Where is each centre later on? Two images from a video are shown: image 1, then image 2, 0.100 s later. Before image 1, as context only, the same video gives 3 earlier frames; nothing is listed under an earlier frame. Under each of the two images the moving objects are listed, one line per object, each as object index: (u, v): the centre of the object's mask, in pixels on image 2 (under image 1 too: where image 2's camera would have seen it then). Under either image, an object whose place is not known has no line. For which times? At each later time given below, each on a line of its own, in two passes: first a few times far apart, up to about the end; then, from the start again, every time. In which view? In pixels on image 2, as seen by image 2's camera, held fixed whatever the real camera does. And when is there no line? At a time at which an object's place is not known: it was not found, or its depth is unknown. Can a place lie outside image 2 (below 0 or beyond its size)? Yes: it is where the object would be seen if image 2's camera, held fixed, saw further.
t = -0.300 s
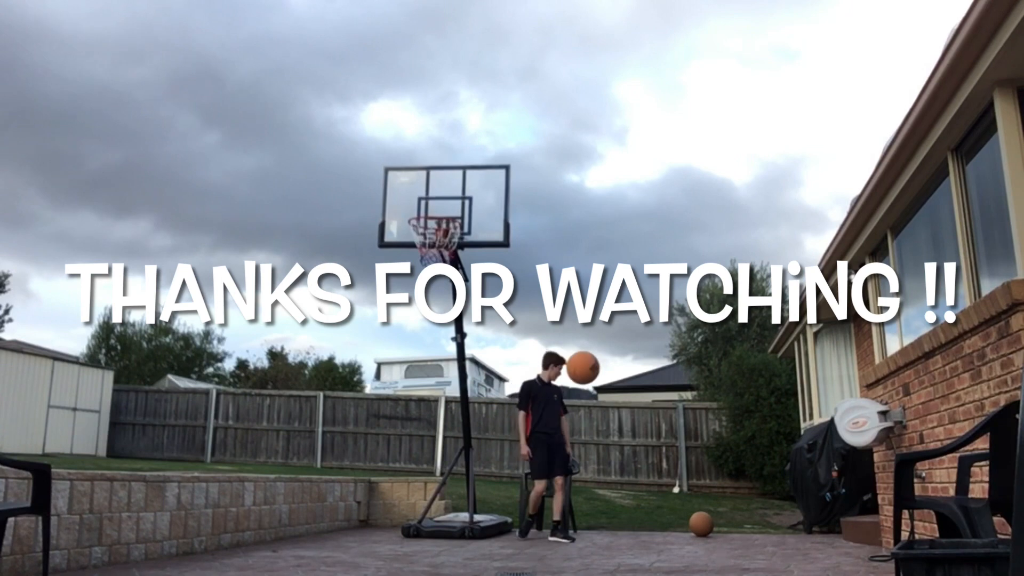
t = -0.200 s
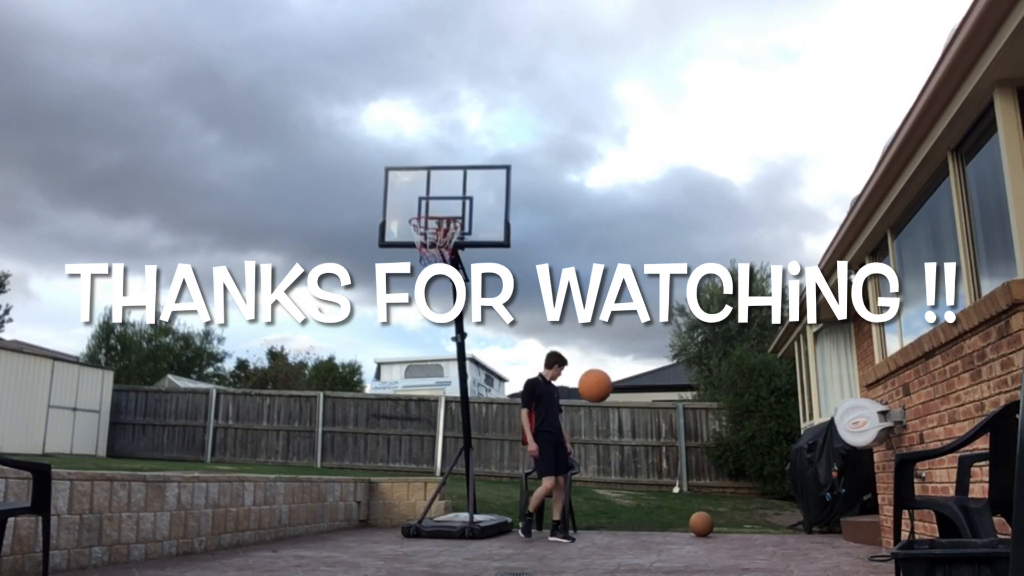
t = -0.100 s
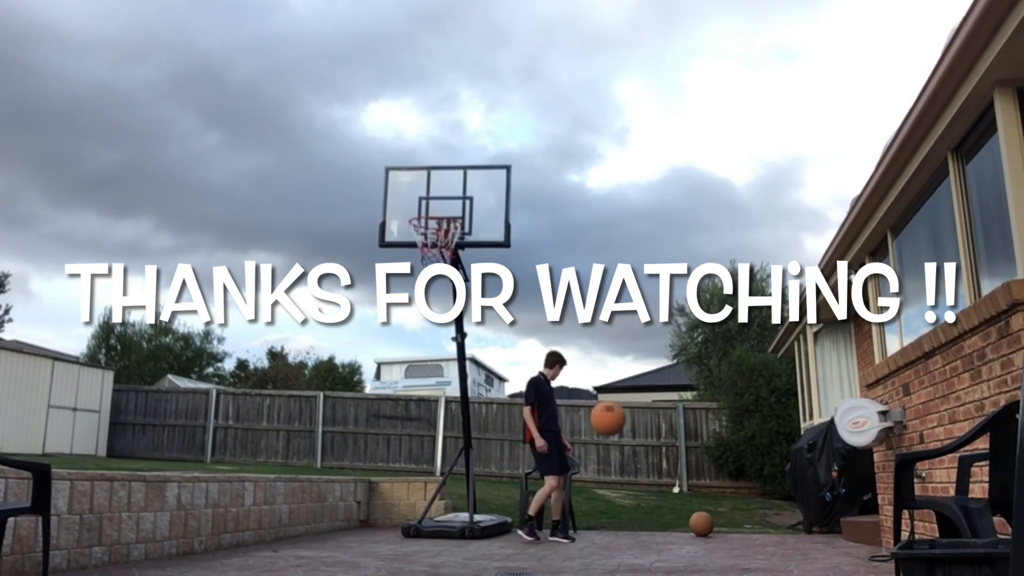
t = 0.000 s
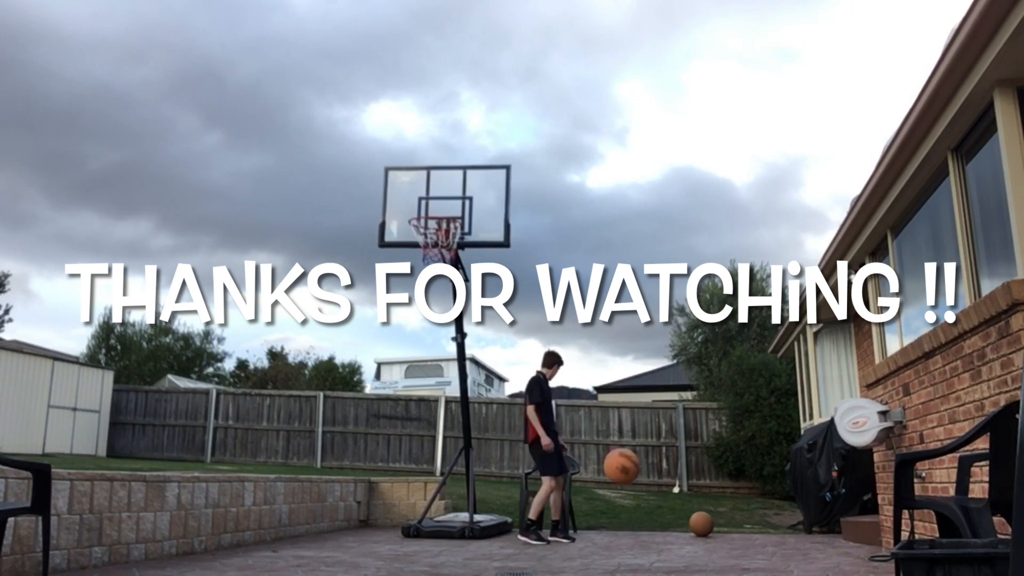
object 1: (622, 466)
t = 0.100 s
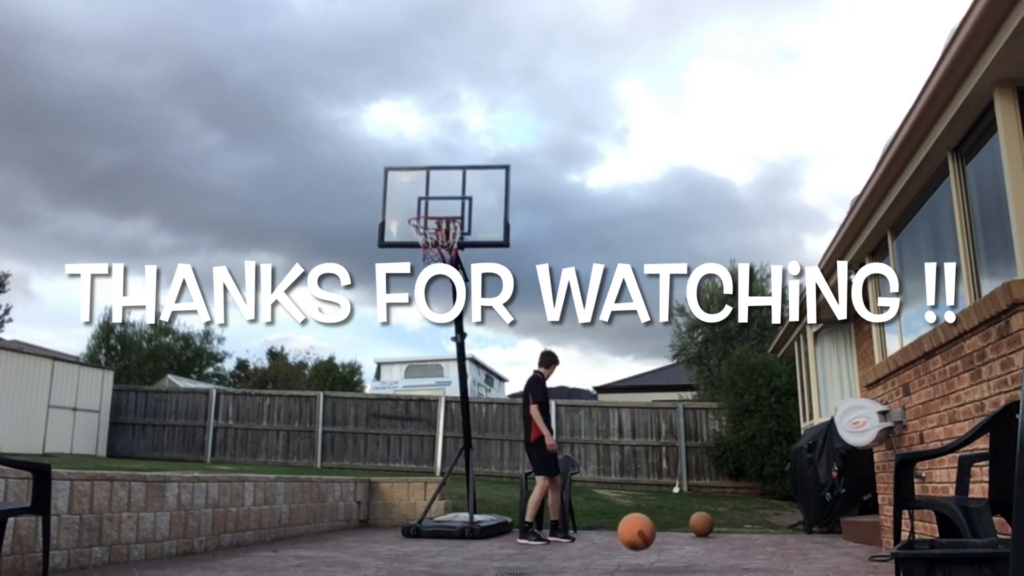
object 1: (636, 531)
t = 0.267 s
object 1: (651, 488)
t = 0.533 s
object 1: (674, 433)
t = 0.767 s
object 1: (700, 481)
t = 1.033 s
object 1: (727, 510)
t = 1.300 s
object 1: (748, 484)
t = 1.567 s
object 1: (776, 549)
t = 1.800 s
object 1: (792, 507)
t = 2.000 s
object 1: (813, 556)
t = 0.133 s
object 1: (641, 556)
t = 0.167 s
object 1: (644, 537)
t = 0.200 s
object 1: (646, 519)
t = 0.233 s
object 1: (648, 502)
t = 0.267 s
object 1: (651, 488)
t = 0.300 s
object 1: (654, 474)
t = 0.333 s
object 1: (656, 463)
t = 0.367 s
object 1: (659, 454)
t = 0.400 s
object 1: (662, 446)
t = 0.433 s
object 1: (665, 441)
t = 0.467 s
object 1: (667, 436)
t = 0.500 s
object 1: (671, 434)
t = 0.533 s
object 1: (674, 433)
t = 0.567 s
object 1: (677, 435)
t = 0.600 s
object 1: (681, 438)
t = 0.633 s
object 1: (684, 443)
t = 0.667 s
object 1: (688, 449)
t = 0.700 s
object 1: (692, 458)
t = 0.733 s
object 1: (696, 468)
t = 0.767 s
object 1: (700, 481)
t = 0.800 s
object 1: (704, 496)
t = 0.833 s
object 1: (708, 513)
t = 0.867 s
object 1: (713, 532)
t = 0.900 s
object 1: (718, 553)
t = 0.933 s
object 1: (721, 554)
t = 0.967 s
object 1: (723, 538)
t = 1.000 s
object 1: (725, 523)
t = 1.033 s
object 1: (727, 510)
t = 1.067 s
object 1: (729, 500)
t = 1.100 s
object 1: (731, 491)
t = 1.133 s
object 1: (734, 485)
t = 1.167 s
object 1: (736, 481)
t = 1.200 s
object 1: (739, 479)
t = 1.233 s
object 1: (742, 478)
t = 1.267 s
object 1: (745, 480)
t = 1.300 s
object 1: (748, 484)
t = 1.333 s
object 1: (751, 489)
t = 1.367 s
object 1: (755, 498)
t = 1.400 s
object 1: (759, 508)
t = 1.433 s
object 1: (762, 520)
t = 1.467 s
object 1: (767, 535)
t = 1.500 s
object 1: (771, 552)
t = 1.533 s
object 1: (774, 559)
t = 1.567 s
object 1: (776, 549)
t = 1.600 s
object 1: (778, 537)
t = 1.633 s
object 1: (780, 526)
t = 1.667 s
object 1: (782, 518)
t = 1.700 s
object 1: (784, 512)
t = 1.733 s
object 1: (787, 508)
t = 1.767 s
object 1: (789, 507)
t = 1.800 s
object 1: (792, 507)
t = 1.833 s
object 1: (795, 510)
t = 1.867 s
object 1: (798, 515)
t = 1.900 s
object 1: (802, 523)
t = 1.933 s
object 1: (805, 532)
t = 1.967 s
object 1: (809, 545)
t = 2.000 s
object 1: (813, 556)
